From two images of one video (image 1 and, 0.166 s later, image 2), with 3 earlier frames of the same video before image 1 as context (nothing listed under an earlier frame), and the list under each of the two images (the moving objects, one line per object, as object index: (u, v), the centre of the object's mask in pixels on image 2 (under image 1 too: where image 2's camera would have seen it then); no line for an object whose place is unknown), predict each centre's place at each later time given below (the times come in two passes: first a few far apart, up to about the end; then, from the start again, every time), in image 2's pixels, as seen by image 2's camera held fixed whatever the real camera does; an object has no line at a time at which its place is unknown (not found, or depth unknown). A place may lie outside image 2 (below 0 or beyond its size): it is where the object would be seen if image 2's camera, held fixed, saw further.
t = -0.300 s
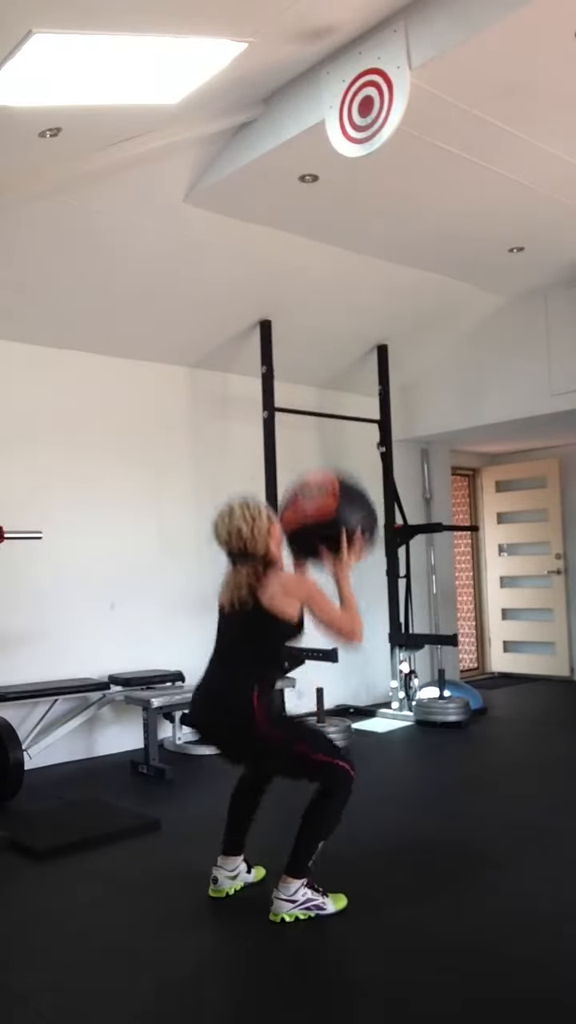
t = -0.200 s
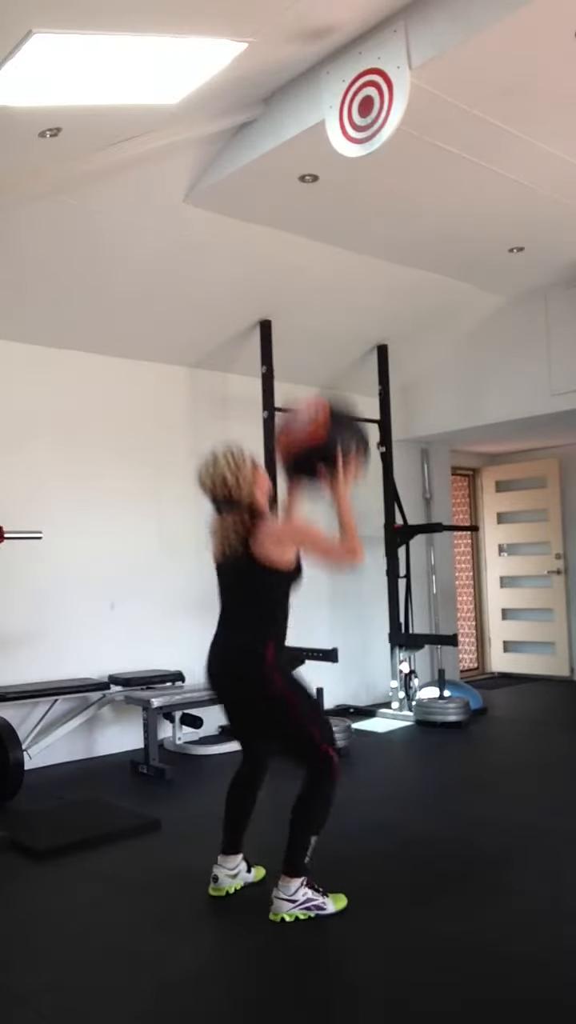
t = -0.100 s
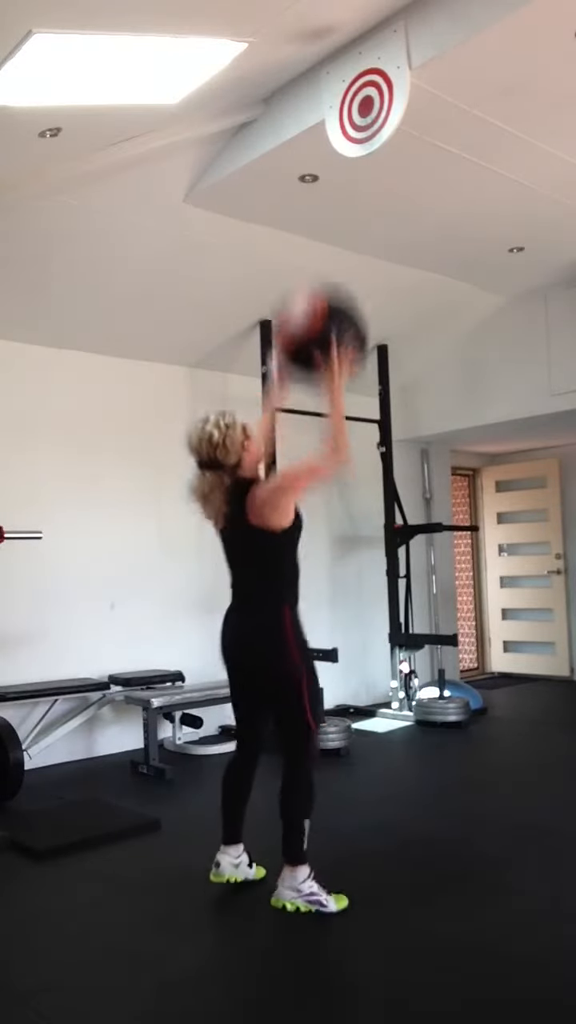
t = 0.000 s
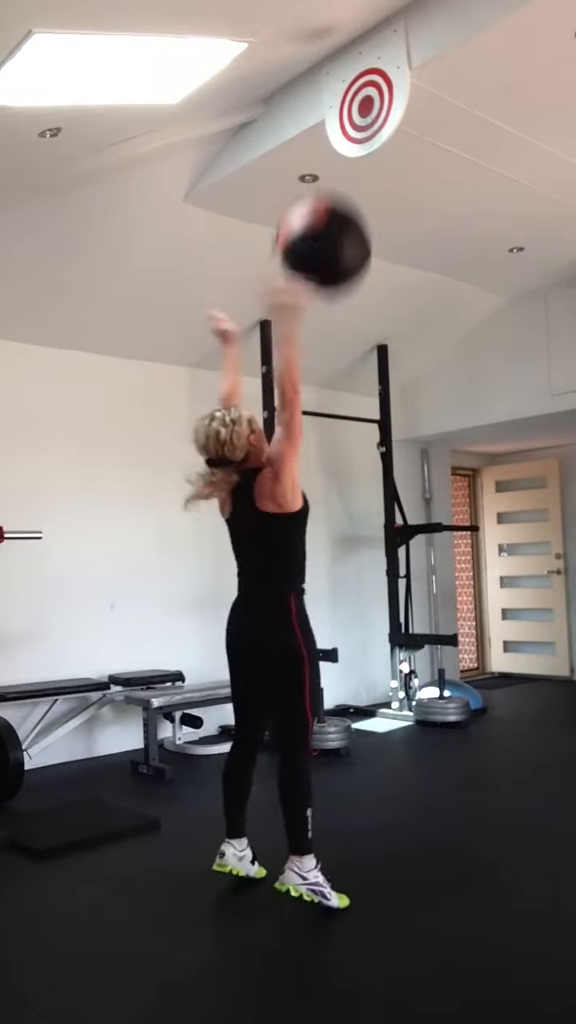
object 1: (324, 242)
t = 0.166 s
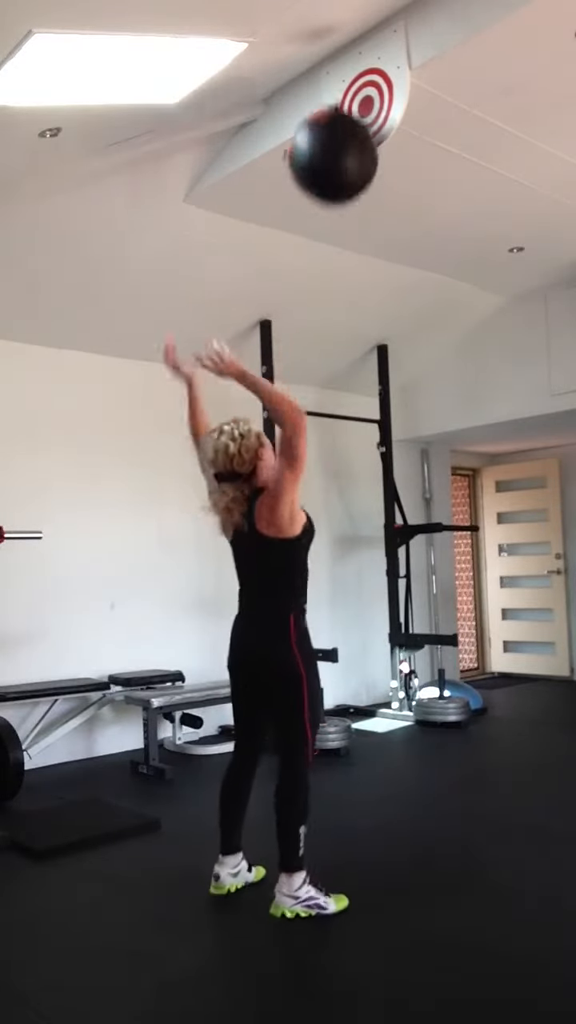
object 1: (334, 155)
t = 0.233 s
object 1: (341, 135)
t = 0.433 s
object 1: (315, 150)
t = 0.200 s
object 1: (336, 145)
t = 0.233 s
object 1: (341, 135)
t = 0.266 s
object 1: (336, 135)
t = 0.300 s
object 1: (332, 132)
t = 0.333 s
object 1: (329, 133)
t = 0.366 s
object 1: (326, 135)
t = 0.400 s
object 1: (319, 141)
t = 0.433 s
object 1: (315, 150)
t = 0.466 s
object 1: (311, 161)
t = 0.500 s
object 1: (307, 175)
